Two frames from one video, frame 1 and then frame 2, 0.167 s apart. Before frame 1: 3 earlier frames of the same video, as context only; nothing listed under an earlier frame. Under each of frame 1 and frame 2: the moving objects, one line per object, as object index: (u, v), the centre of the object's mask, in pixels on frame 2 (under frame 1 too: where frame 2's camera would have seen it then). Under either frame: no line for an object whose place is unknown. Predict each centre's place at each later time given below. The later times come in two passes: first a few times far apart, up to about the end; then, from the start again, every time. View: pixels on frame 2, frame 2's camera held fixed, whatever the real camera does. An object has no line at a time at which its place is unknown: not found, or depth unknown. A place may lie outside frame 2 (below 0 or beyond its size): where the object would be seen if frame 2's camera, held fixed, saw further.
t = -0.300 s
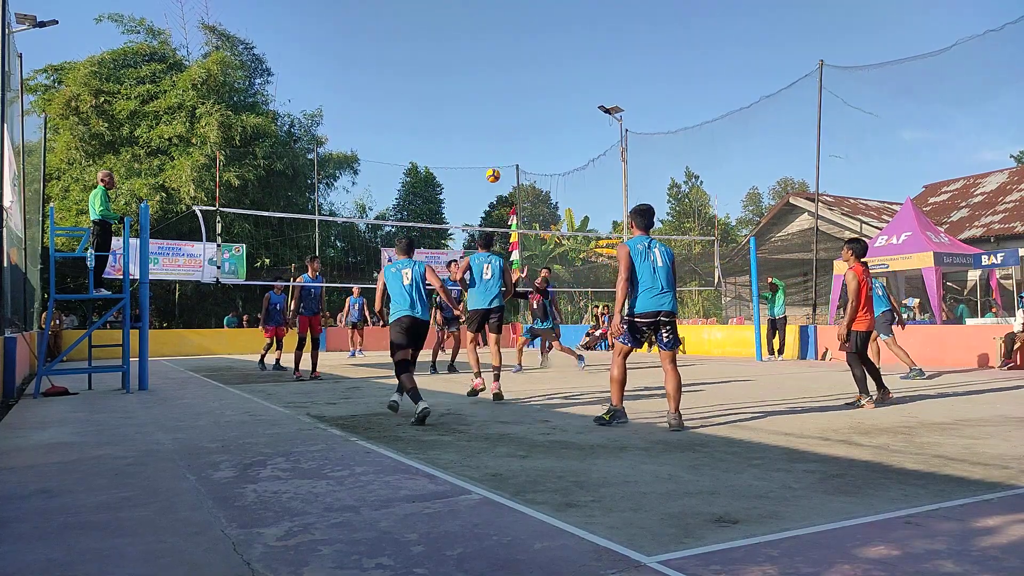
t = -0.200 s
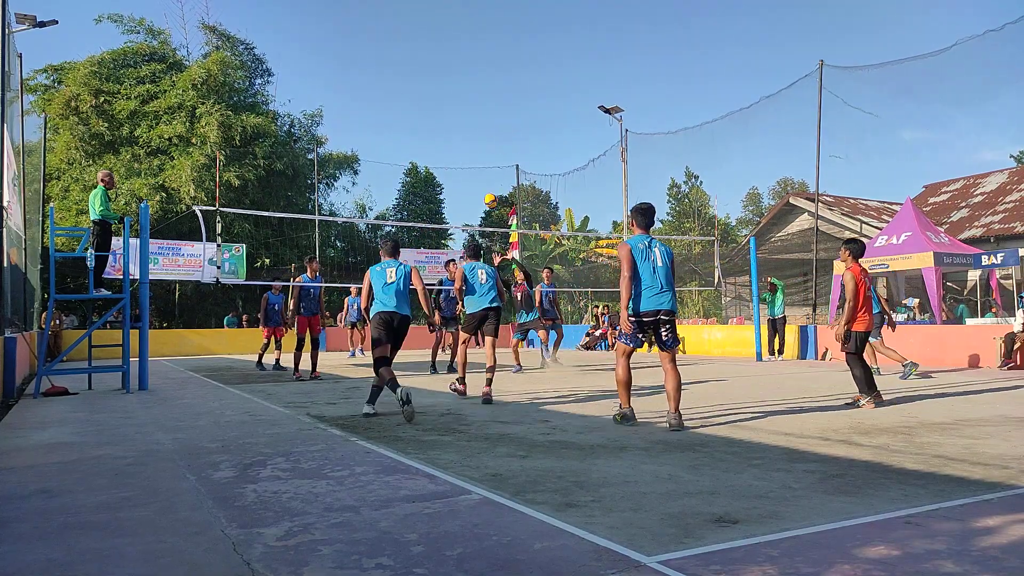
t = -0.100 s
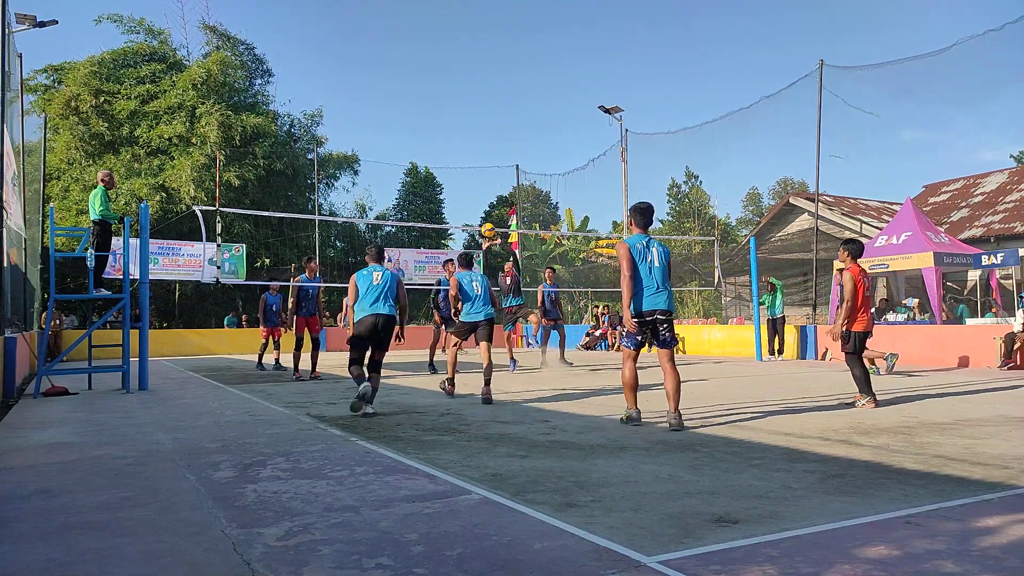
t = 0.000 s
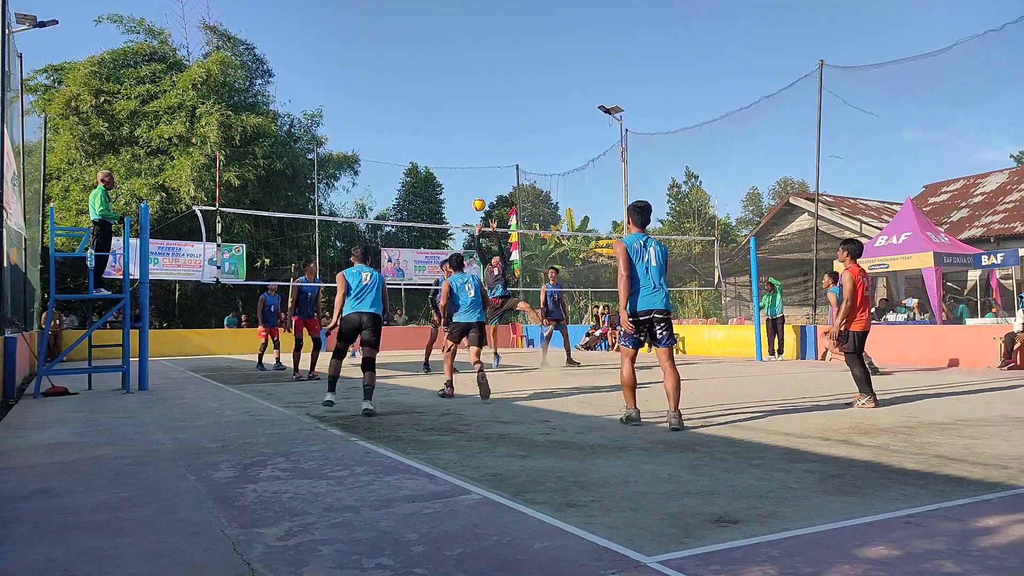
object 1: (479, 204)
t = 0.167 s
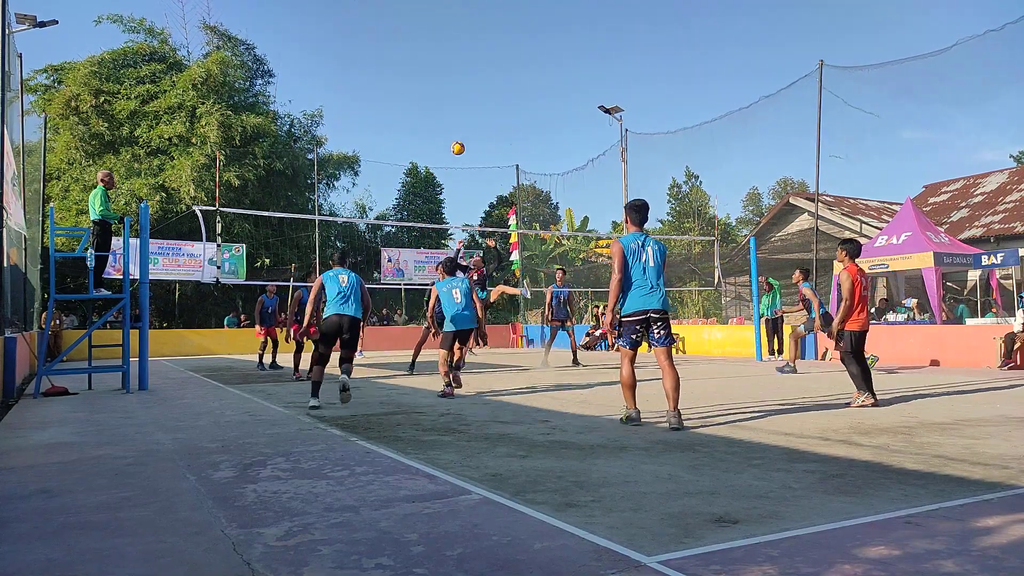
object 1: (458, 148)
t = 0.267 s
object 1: (445, 121)
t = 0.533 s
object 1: (410, 79)
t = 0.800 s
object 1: (374, 80)
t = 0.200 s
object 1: (453, 138)
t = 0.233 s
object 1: (449, 129)
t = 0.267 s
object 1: (445, 121)
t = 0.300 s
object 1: (441, 114)
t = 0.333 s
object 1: (437, 107)
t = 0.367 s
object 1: (432, 101)
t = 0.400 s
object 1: (428, 95)
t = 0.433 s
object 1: (424, 90)
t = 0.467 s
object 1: (419, 85)
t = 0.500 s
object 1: (415, 82)
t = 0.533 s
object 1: (410, 79)
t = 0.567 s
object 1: (406, 76)
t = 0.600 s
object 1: (401, 75)
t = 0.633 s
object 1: (397, 74)
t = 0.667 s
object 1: (392, 73)
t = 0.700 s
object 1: (388, 74)
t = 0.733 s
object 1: (383, 75)
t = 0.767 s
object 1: (378, 77)
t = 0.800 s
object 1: (374, 80)
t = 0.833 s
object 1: (369, 83)
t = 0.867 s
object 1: (364, 88)
